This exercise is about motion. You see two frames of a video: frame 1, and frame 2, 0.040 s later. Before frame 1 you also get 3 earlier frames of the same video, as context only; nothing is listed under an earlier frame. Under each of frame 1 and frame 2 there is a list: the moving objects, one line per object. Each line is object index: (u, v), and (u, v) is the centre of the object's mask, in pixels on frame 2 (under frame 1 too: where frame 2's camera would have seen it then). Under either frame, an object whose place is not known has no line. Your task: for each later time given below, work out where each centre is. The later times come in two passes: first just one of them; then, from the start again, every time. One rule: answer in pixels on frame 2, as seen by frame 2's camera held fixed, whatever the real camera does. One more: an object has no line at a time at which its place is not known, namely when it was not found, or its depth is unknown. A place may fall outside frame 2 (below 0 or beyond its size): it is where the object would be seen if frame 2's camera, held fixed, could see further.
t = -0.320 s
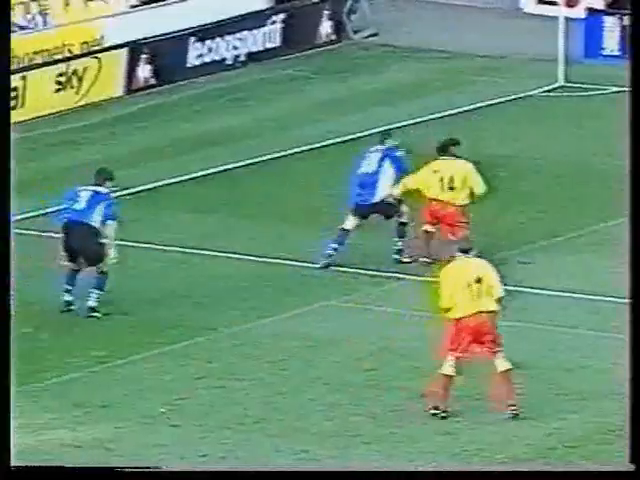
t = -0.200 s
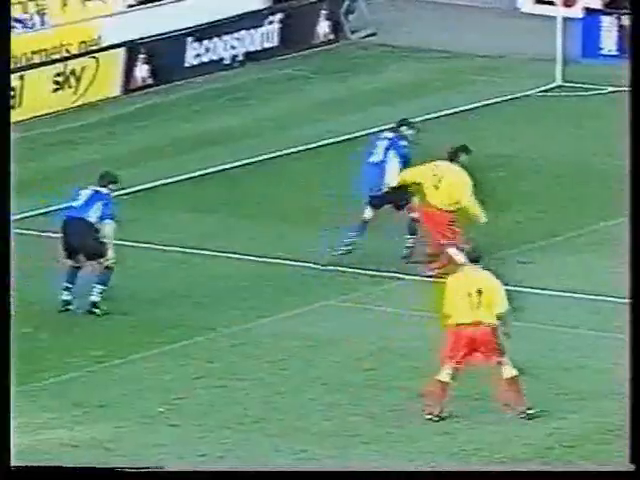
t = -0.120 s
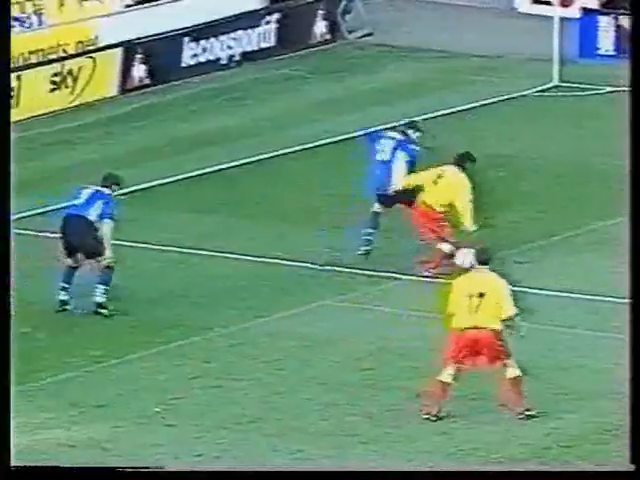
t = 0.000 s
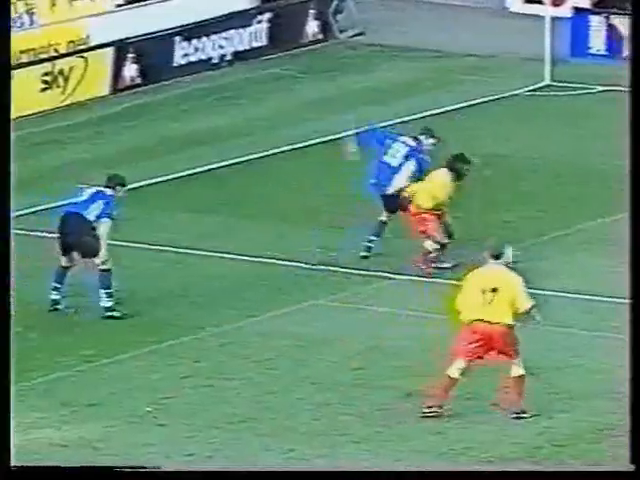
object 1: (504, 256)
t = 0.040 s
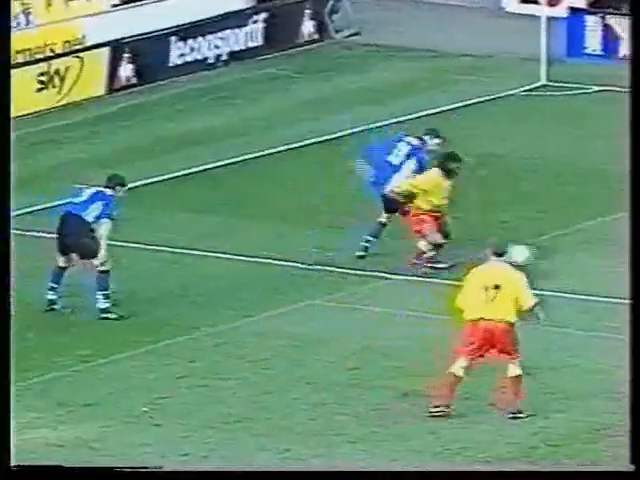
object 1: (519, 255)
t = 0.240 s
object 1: (622, 278)
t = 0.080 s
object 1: (541, 256)
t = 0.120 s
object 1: (562, 261)
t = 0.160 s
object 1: (580, 264)
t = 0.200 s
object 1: (602, 272)
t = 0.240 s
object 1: (622, 278)
